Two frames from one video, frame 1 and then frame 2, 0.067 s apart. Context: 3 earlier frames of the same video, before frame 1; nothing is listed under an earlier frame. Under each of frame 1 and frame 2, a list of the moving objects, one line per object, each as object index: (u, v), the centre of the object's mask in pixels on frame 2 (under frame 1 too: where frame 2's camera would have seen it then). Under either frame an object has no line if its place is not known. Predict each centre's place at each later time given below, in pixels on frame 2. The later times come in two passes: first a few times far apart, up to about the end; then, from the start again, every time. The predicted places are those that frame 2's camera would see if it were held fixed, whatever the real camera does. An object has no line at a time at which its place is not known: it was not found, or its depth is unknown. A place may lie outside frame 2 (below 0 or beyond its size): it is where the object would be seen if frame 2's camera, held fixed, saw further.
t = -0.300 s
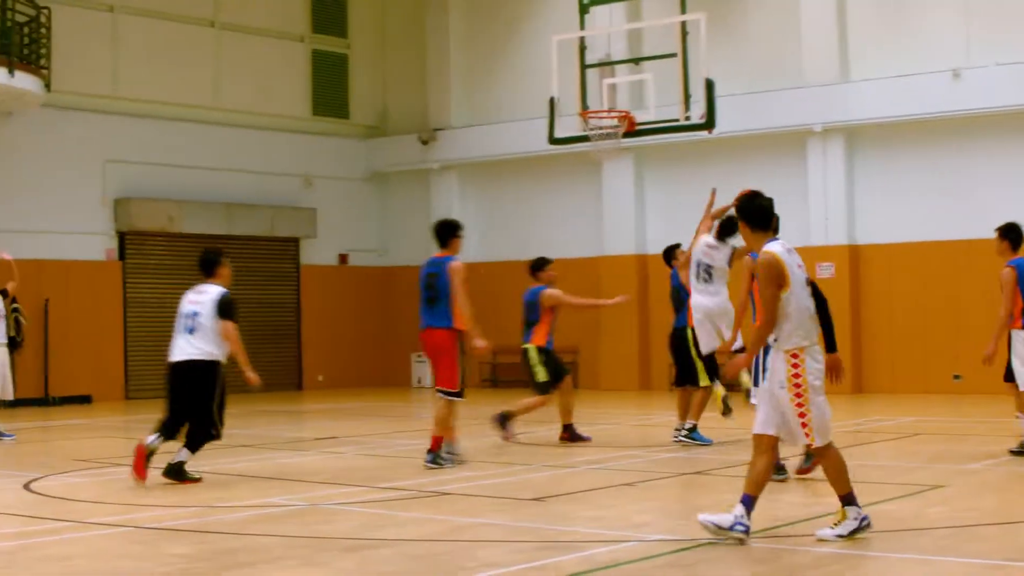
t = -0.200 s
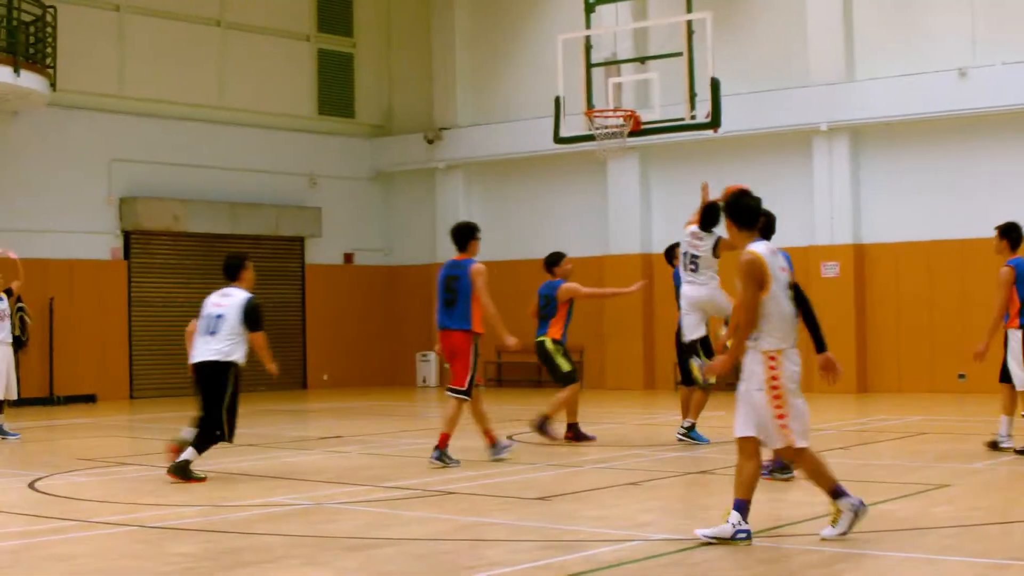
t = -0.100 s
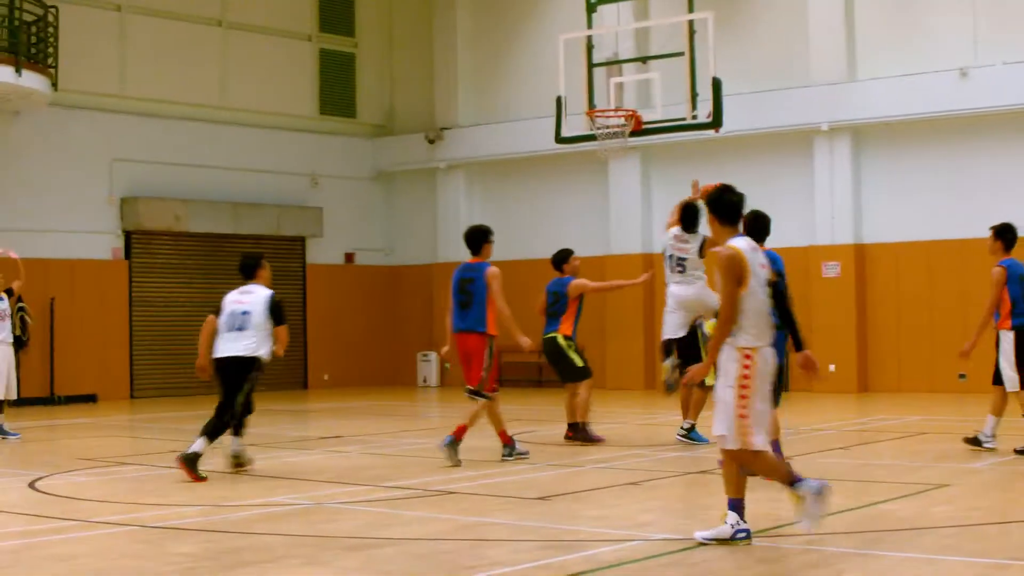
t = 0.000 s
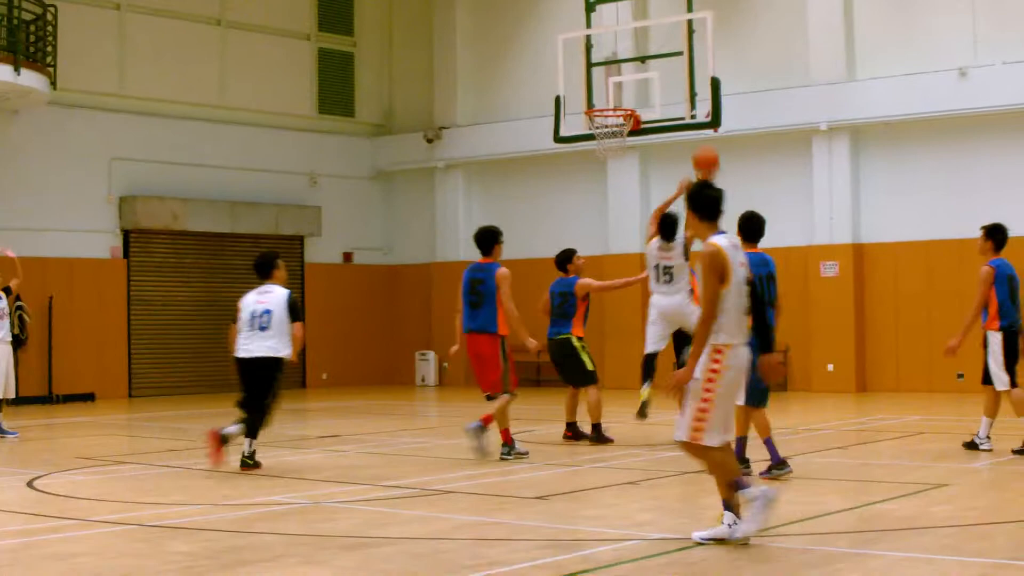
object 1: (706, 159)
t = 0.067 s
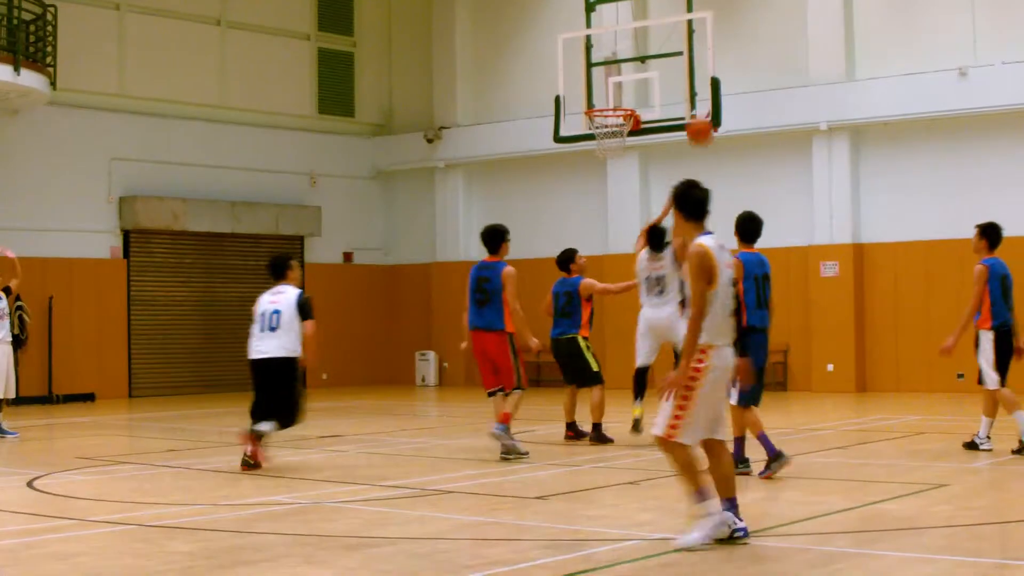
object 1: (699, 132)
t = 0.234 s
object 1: (683, 74)
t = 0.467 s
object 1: (658, 50)
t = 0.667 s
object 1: (624, 74)
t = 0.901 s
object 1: (593, 101)
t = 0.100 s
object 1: (696, 117)
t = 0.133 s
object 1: (692, 103)
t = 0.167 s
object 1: (689, 93)
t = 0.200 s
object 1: (686, 83)
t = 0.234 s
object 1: (683, 74)
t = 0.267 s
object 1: (681, 67)
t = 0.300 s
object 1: (678, 61)
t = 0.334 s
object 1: (674, 56)
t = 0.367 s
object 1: (672, 53)
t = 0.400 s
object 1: (669, 50)
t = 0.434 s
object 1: (664, 49)
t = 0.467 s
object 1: (658, 50)
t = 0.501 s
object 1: (653, 51)
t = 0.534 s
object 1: (647, 53)
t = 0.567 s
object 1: (641, 57)
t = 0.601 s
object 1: (635, 61)
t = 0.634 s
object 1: (630, 66)
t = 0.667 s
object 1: (624, 74)
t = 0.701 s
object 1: (618, 82)
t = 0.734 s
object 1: (612, 92)
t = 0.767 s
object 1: (607, 97)
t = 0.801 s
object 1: (603, 96)
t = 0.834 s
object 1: (600, 97)
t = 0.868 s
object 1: (597, 98)
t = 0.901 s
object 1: (593, 101)
